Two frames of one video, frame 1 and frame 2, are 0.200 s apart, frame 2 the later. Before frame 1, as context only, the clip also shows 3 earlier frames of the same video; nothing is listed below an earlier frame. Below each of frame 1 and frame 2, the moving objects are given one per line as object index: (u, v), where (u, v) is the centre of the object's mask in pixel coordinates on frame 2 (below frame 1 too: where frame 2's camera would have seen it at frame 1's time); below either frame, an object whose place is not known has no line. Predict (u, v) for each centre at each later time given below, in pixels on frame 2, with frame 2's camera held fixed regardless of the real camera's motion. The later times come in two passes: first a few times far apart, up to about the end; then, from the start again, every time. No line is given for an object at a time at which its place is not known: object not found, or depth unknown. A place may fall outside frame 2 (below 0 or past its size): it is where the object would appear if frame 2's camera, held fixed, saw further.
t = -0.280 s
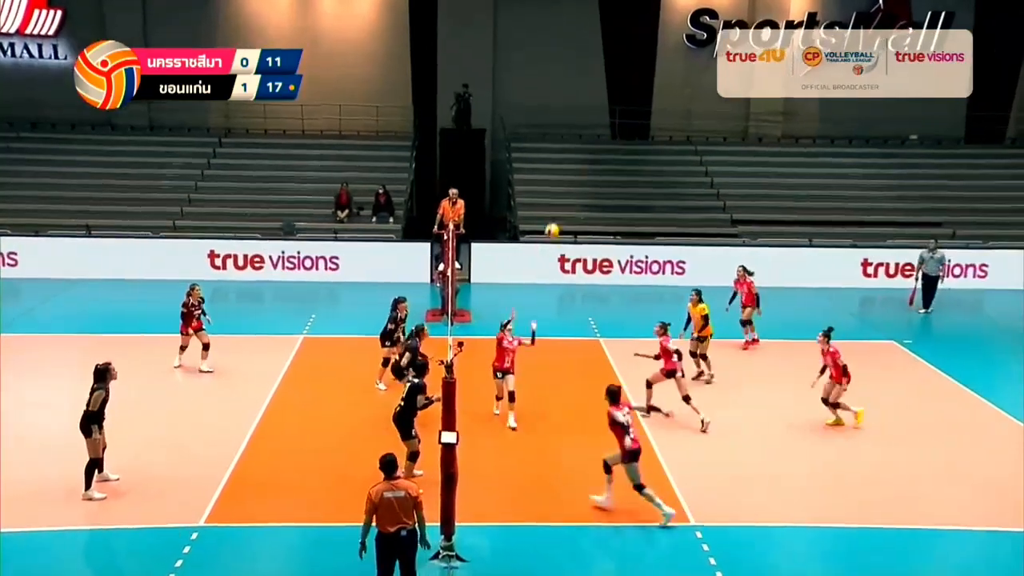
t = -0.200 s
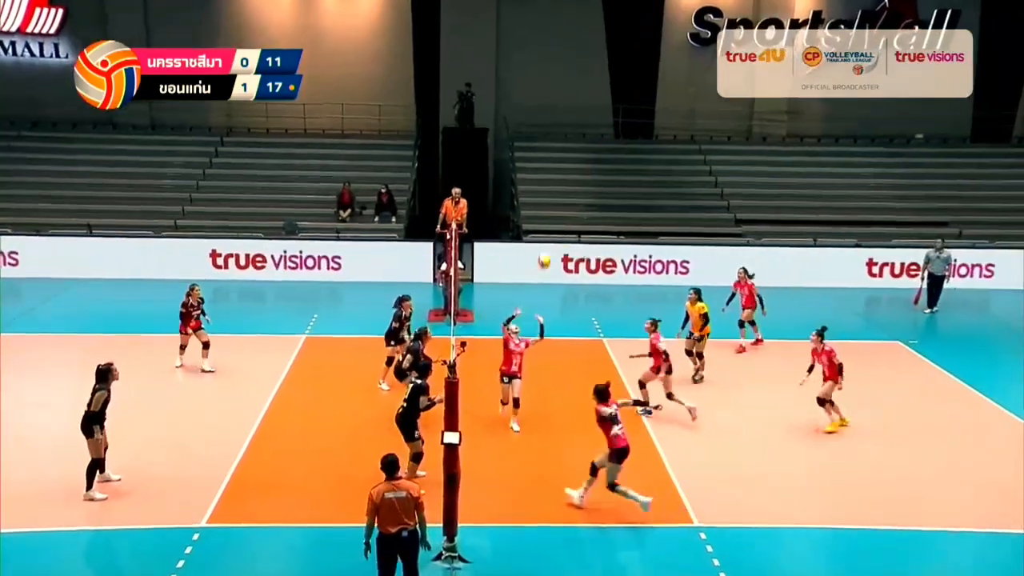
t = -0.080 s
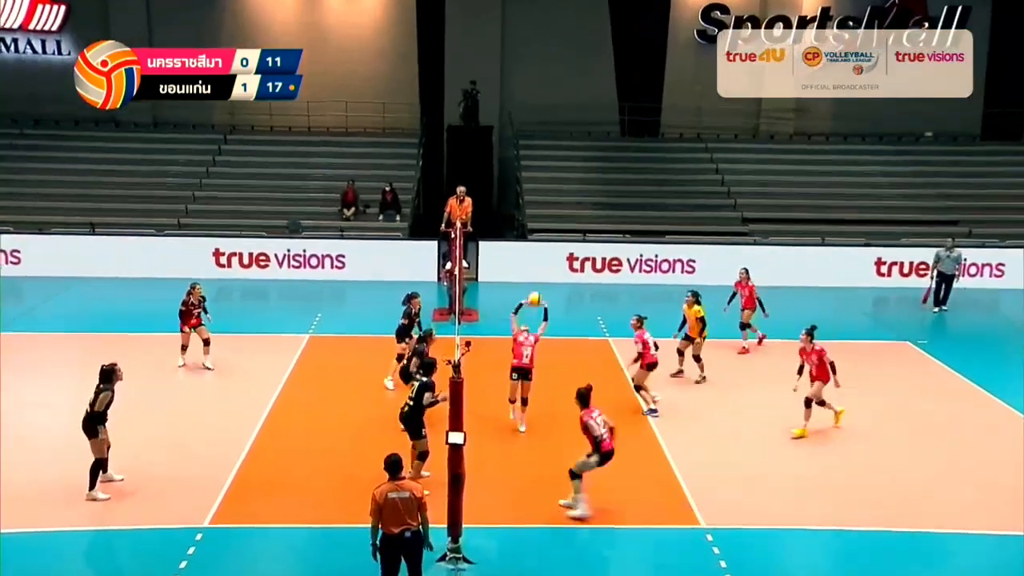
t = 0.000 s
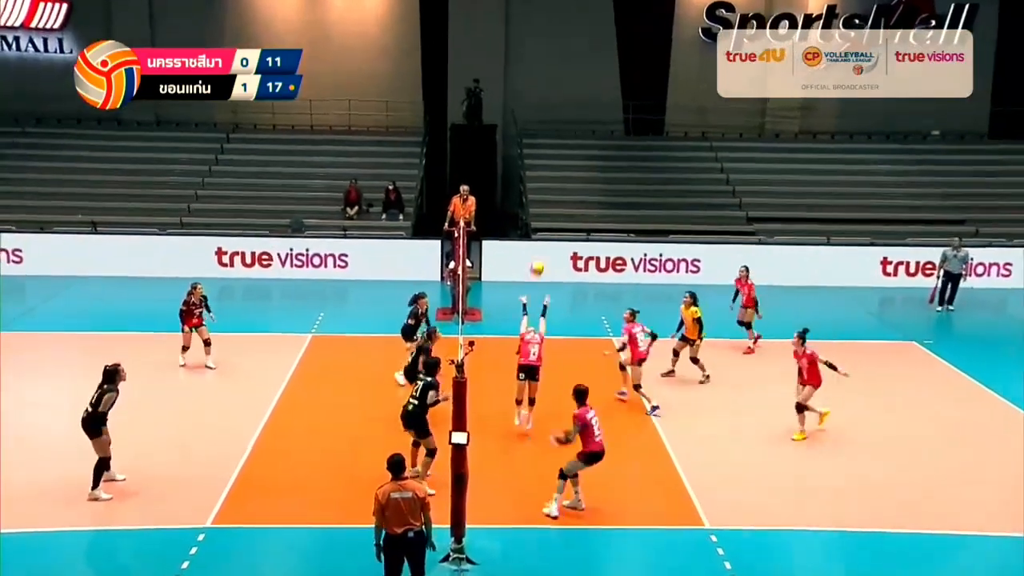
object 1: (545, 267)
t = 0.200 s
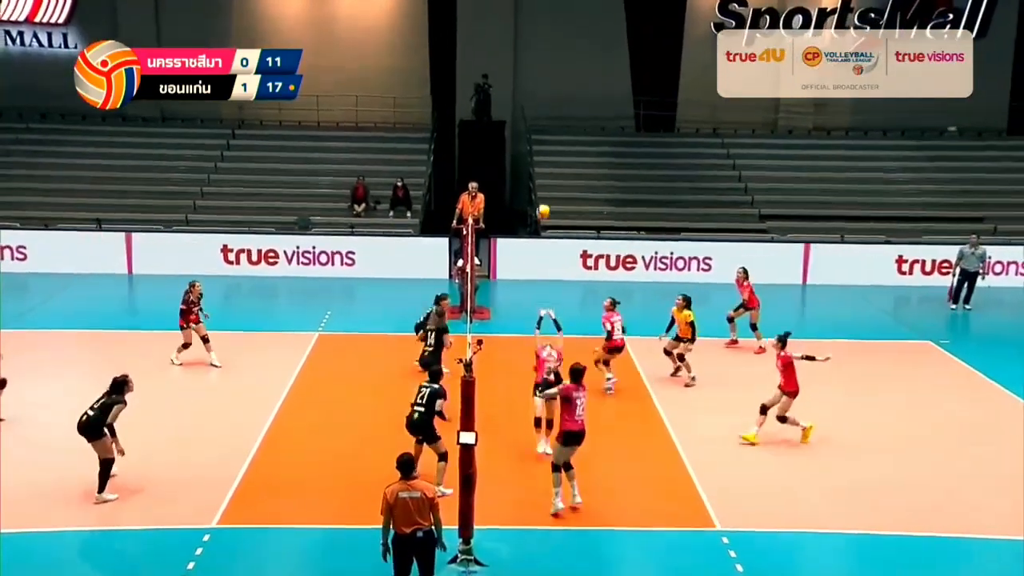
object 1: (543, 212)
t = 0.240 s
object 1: (542, 204)
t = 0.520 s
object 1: (540, 182)
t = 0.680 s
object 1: (537, 191)
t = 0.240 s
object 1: (542, 204)
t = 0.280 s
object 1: (542, 198)
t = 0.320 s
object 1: (542, 193)
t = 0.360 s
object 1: (542, 189)
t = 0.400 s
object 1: (542, 185)
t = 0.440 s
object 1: (541, 183)
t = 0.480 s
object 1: (541, 183)
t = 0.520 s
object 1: (540, 182)
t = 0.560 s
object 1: (539, 183)
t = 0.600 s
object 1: (539, 185)
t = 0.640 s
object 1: (538, 188)
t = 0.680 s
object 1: (537, 191)
